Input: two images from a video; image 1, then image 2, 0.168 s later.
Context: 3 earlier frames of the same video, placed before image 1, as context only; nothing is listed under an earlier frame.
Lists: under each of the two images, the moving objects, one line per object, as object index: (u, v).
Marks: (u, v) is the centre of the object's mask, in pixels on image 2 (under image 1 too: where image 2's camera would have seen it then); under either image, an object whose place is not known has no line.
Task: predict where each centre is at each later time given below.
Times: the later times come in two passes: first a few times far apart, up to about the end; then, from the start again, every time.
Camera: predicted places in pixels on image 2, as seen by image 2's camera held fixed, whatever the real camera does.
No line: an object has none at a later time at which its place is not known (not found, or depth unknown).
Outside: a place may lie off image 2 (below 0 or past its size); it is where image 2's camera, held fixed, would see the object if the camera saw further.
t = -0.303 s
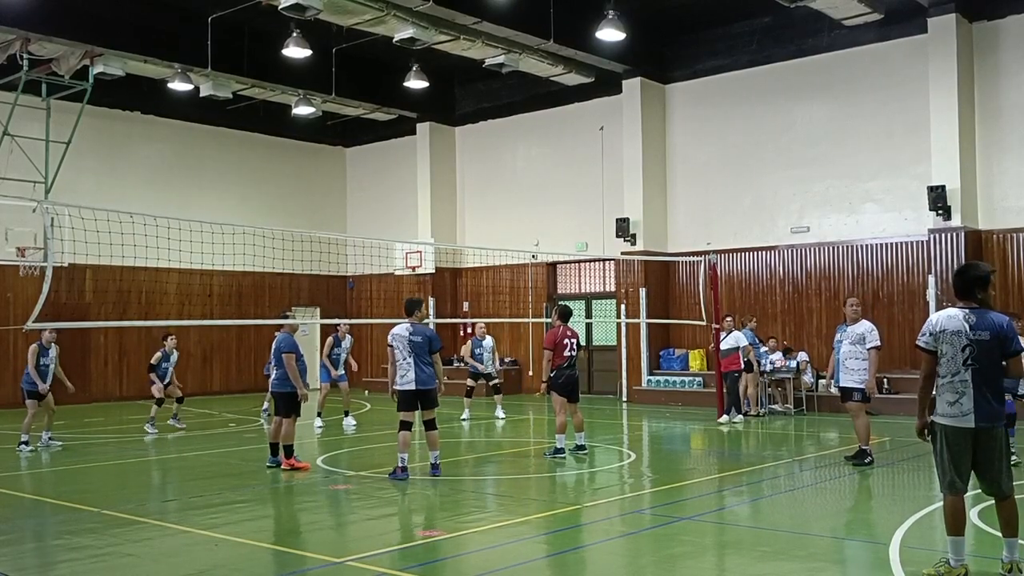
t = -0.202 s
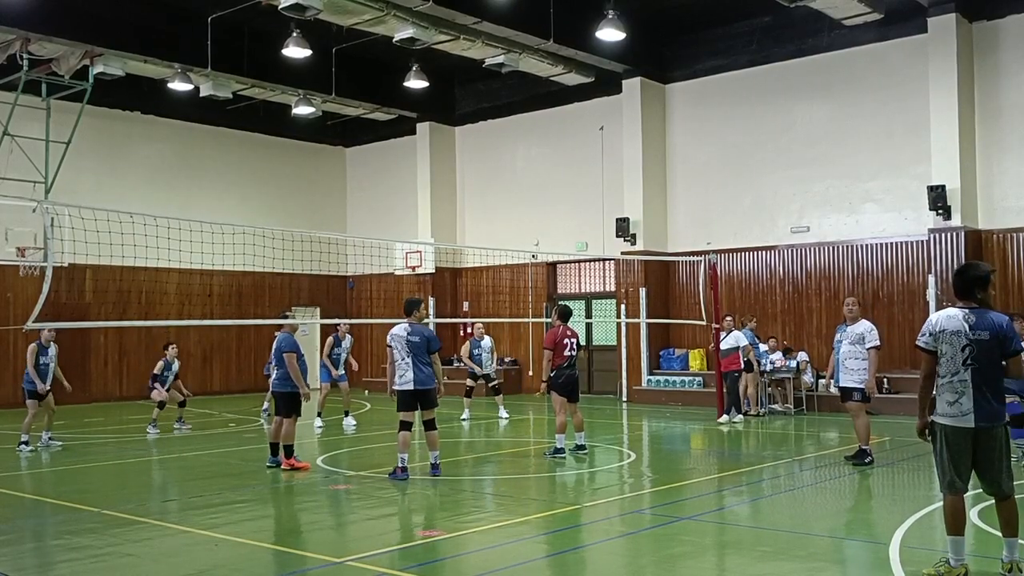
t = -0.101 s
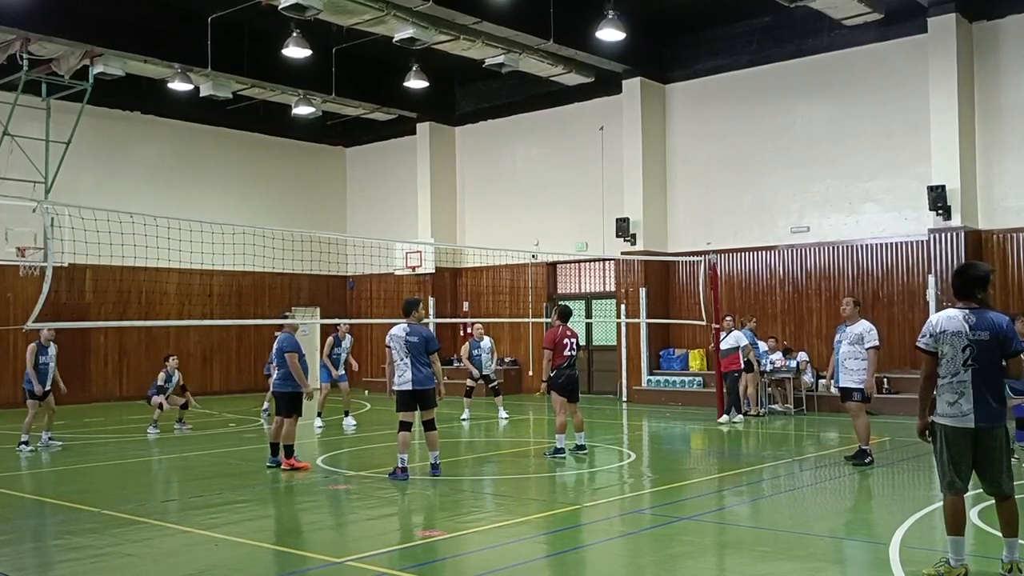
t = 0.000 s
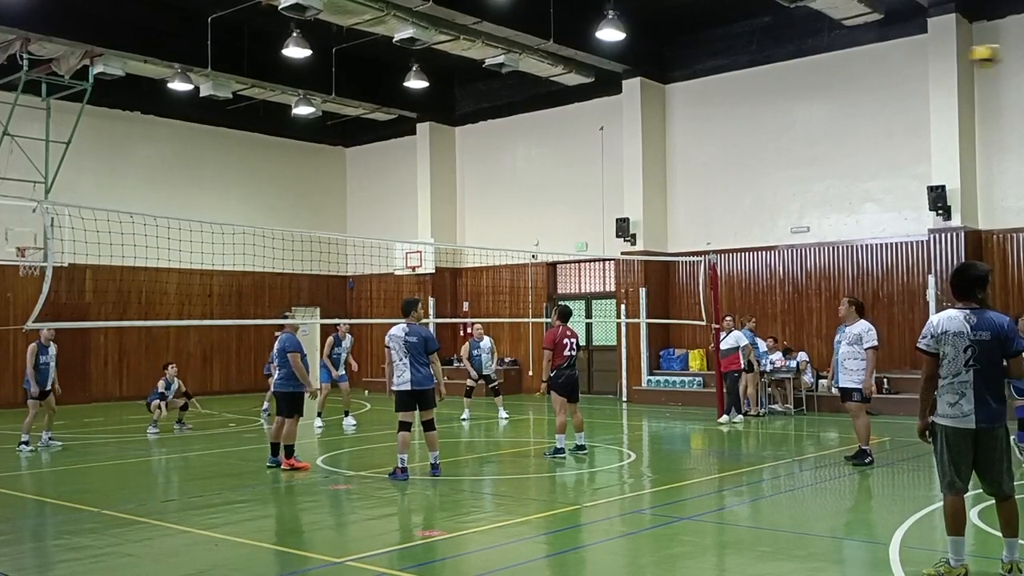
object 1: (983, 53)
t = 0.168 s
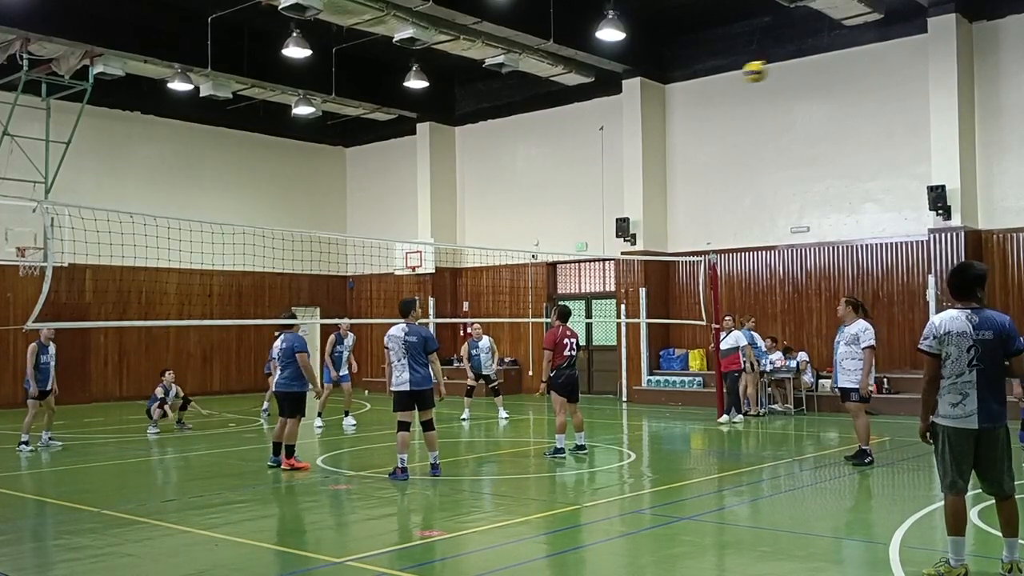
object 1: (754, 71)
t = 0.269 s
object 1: (646, 92)
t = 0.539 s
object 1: (426, 177)
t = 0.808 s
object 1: (273, 286)
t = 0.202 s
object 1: (717, 77)
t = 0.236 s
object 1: (681, 84)
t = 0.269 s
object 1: (646, 92)
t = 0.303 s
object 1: (613, 100)
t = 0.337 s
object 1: (582, 110)
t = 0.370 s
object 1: (552, 121)
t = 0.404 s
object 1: (524, 130)
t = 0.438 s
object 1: (497, 141)
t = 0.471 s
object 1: (472, 152)
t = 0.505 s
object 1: (448, 164)
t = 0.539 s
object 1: (426, 177)
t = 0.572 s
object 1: (404, 189)
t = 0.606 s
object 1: (383, 202)
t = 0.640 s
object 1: (364, 215)
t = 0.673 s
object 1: (344, 227)
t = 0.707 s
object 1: (326, 243)
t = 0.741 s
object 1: (308, 257)
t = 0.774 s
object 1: (289, 273)
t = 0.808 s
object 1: (273, 286)
